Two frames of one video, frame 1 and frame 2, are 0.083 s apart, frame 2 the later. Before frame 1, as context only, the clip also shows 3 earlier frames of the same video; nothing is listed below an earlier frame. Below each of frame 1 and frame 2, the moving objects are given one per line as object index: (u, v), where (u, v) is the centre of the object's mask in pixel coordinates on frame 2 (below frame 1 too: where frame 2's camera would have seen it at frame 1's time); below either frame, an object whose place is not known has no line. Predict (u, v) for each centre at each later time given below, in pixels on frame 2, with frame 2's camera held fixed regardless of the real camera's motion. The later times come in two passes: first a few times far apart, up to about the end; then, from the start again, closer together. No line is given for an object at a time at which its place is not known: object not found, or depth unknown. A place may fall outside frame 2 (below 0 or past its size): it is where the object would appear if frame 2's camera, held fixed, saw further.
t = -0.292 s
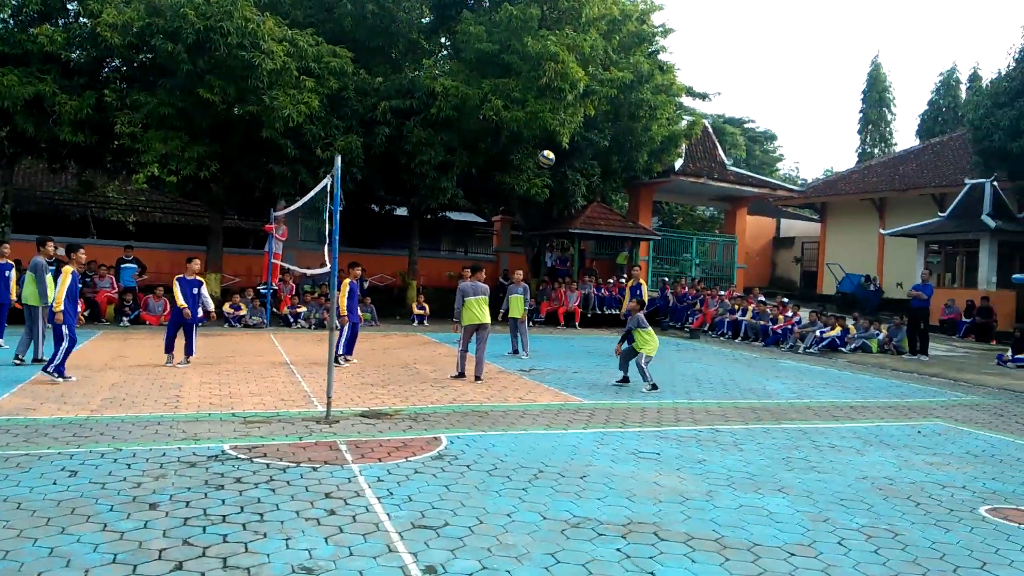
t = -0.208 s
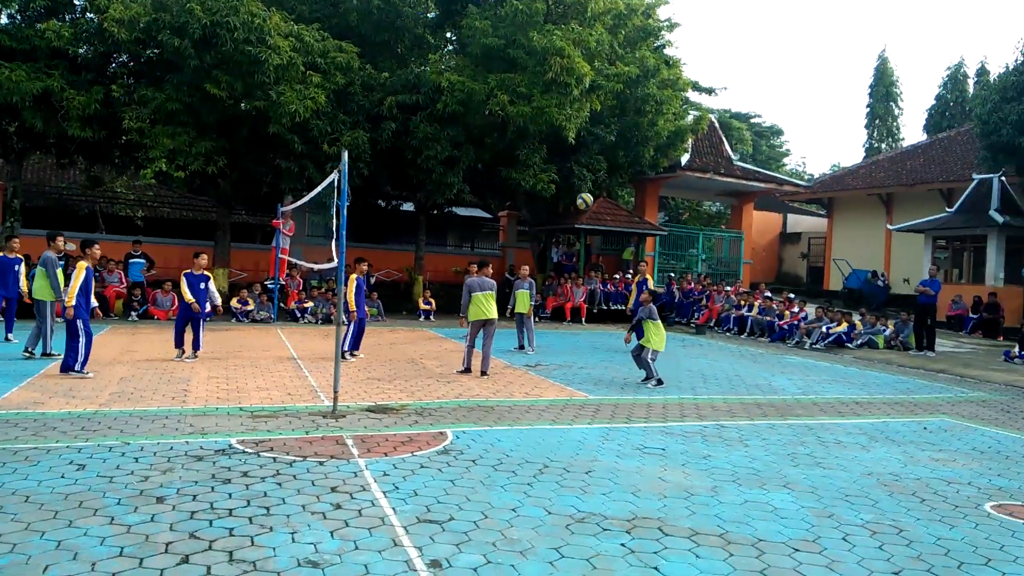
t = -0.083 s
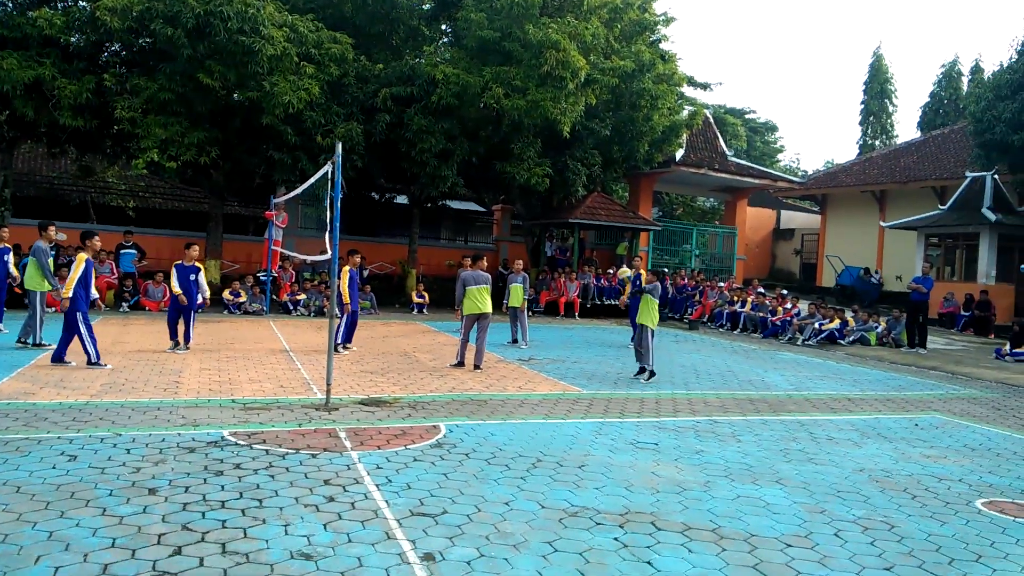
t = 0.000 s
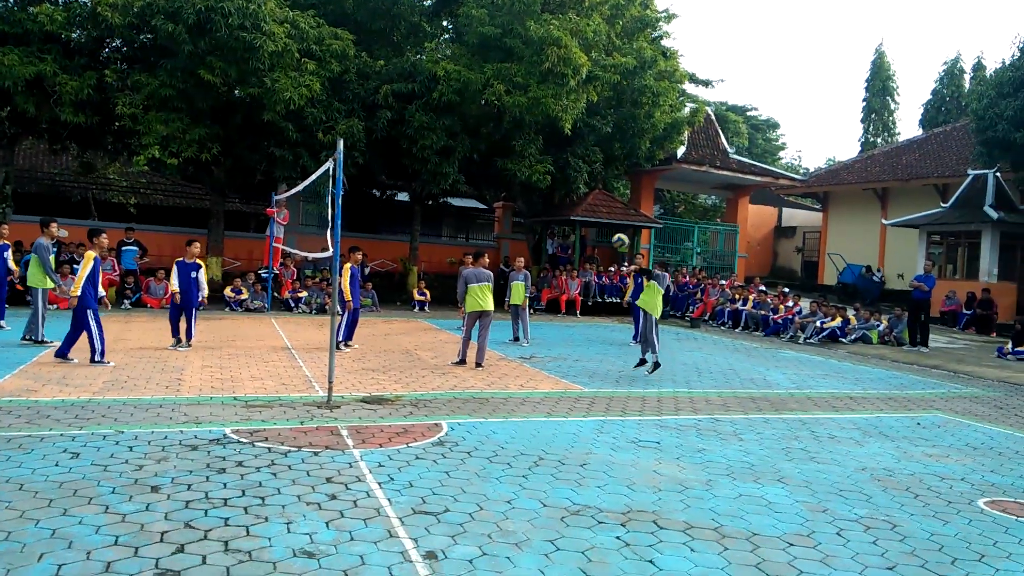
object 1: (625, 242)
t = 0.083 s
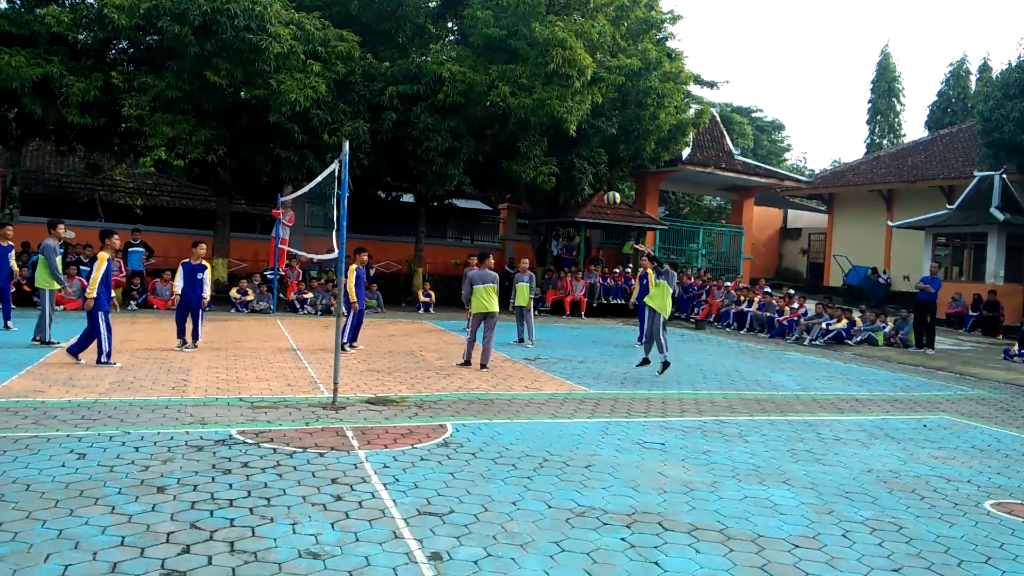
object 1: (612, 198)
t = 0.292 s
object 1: (581, 115)
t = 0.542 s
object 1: (545, 62)
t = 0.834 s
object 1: (500, 58)
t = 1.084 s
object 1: (468, 100)
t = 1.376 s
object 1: (436, 186)
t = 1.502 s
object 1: (422, 234)
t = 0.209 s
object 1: (593, 144)
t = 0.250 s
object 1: (587, 129)
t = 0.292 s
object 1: (581, 115)
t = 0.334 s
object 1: (574, 103)
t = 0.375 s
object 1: (567, 93)
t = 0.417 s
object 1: (562, 83)
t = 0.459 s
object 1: (555, 75)
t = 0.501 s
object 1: (550, 68)
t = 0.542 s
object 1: (545, 62)
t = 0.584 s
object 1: (532, 53)
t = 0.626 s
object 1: (528, 52)
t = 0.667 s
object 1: (522, 51)
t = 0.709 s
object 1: (515, 51)
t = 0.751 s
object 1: (510, 52)
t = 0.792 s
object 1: (505, 55)
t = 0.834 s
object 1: (500, 58)
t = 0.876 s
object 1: (493, 63)
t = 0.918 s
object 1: (489, 68)
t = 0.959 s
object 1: (485, 74)
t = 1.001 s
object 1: (479, 81)
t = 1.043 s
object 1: (473, 90)
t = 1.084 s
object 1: (468, 100)
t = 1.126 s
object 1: (463, 110)
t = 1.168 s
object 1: (459, 121)
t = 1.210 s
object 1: (454, 132)
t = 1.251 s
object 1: (449, 145)
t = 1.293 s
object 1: (444, 157)
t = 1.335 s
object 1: (440, 171)
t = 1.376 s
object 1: (436, 186)
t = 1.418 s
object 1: (431, 202)
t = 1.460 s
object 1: (426, 217)
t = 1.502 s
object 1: (422, 234)
